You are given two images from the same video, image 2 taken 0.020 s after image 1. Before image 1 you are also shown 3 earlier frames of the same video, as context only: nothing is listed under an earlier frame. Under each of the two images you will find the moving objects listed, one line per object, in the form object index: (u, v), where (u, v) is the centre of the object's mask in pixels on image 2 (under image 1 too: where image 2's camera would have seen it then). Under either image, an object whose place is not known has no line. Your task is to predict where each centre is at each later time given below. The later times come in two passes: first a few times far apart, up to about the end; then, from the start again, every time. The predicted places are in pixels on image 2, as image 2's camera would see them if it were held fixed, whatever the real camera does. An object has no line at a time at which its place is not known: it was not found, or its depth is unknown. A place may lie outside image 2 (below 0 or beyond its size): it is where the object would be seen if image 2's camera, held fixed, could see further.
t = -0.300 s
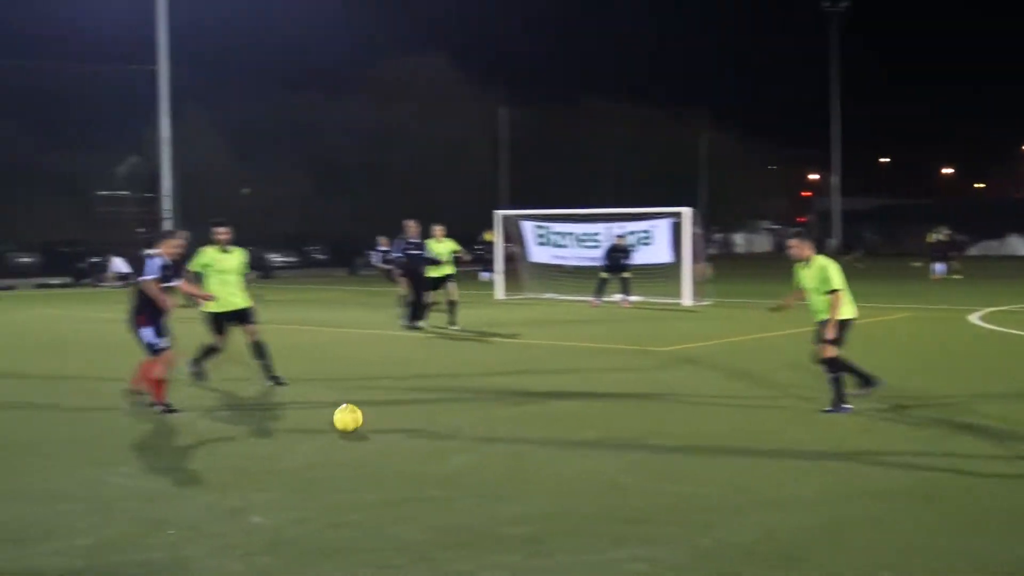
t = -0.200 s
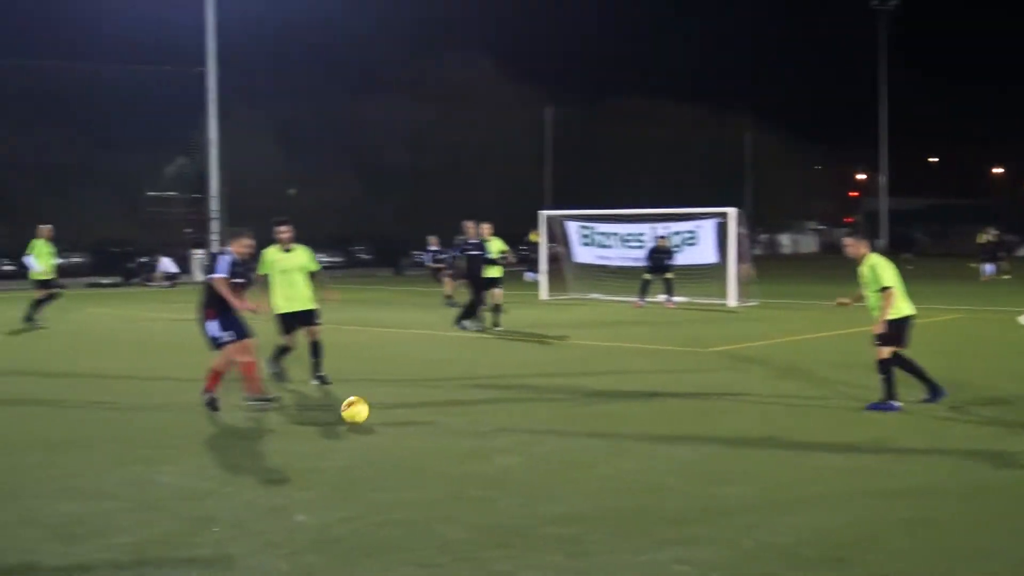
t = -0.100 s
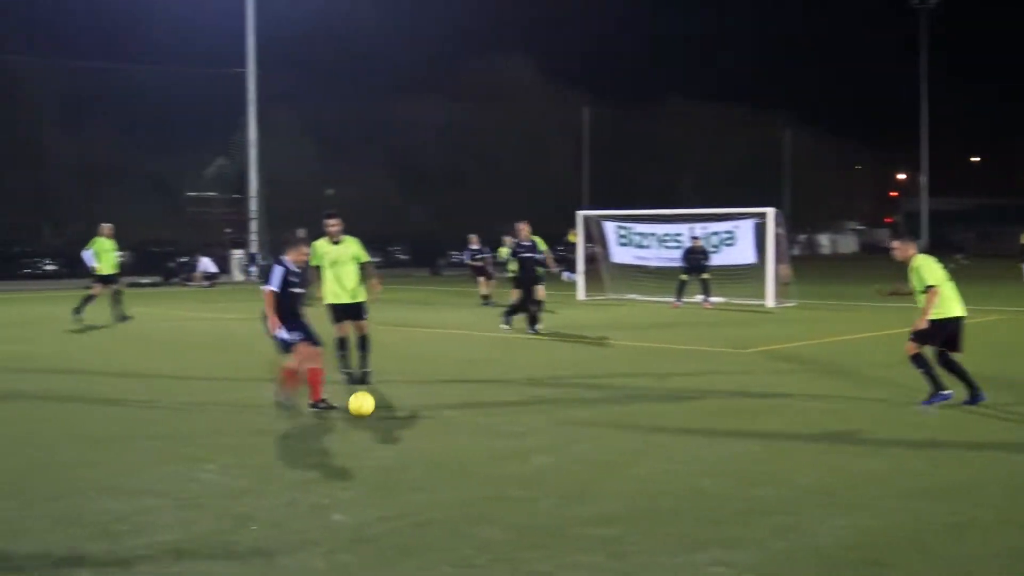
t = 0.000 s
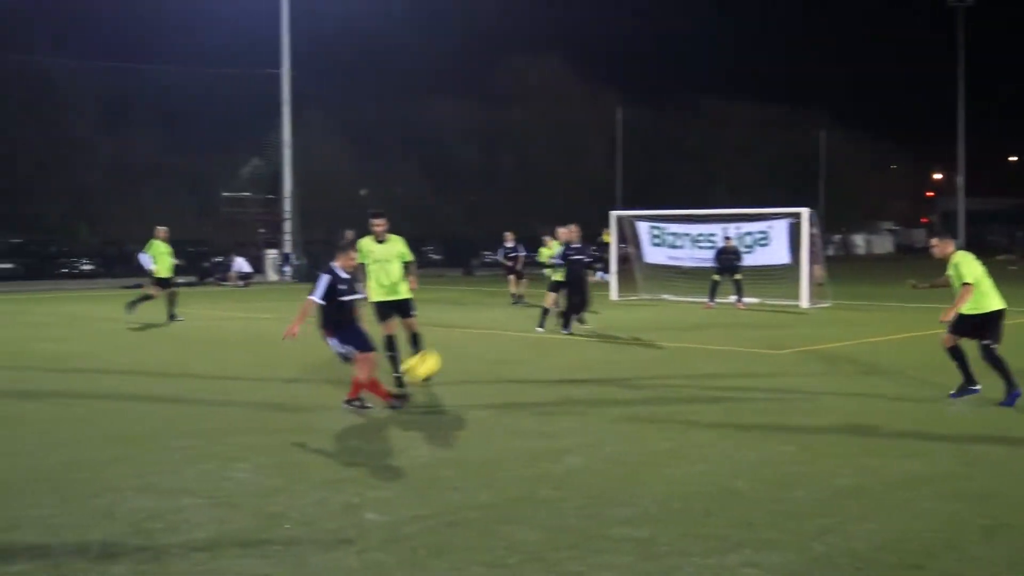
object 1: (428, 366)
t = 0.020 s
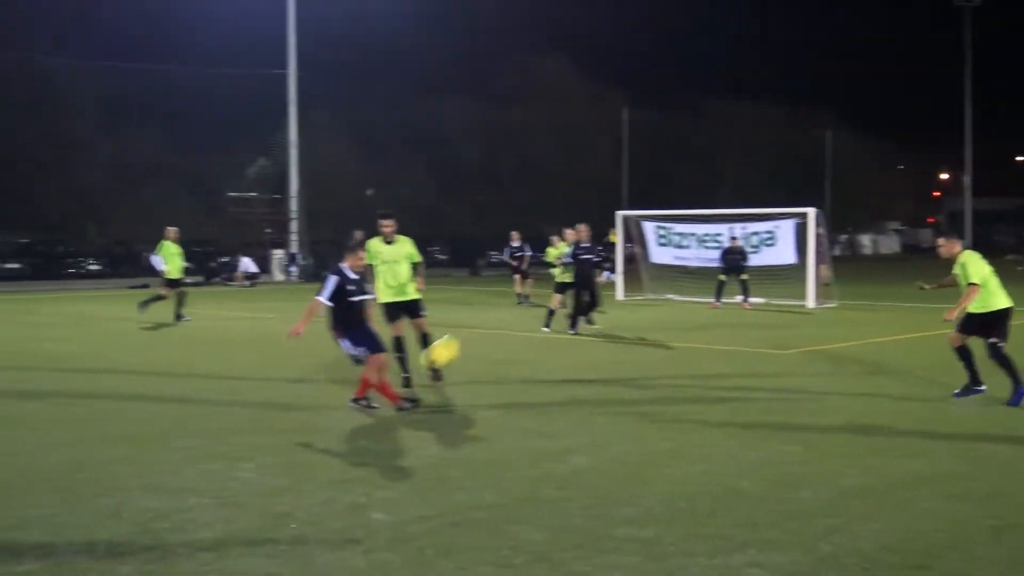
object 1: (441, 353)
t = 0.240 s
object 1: (603, 236)
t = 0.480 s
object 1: (778, 168)
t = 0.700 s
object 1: (942, 160)
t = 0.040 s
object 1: (456, 340)
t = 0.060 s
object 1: (470, 327)
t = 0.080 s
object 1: (485, 316)
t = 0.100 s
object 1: (500, 305)
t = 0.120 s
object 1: (515, 293)
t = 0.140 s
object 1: (530, 284)
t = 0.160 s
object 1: (544, 273)
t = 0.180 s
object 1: (556, 265)
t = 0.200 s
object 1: (574, 256)
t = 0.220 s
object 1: (591, 246)
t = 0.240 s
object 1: (603, 236)
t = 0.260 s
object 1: (617, 230)
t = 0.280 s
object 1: (630, 224)
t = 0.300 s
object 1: (647, 214)
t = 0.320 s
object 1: (661, 207)
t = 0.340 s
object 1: (676, 201)
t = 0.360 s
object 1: (690, 196)
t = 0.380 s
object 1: (705, 190)
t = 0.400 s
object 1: (719, 185)
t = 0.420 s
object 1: (734, 181)
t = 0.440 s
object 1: (749, 176)
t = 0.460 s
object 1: (763, 172)
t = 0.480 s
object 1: (778, 168)
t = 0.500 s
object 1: (793, 165)
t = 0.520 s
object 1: (808, 163)
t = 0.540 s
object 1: (823, 161)
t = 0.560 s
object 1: (837, 159)
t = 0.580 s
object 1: (852, 158)
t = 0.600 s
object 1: (867, 157)
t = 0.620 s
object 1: (883, 157)
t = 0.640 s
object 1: (897, 157)
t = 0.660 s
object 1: (912, 157)
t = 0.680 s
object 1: (927, 159)
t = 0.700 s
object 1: (942, 160)
